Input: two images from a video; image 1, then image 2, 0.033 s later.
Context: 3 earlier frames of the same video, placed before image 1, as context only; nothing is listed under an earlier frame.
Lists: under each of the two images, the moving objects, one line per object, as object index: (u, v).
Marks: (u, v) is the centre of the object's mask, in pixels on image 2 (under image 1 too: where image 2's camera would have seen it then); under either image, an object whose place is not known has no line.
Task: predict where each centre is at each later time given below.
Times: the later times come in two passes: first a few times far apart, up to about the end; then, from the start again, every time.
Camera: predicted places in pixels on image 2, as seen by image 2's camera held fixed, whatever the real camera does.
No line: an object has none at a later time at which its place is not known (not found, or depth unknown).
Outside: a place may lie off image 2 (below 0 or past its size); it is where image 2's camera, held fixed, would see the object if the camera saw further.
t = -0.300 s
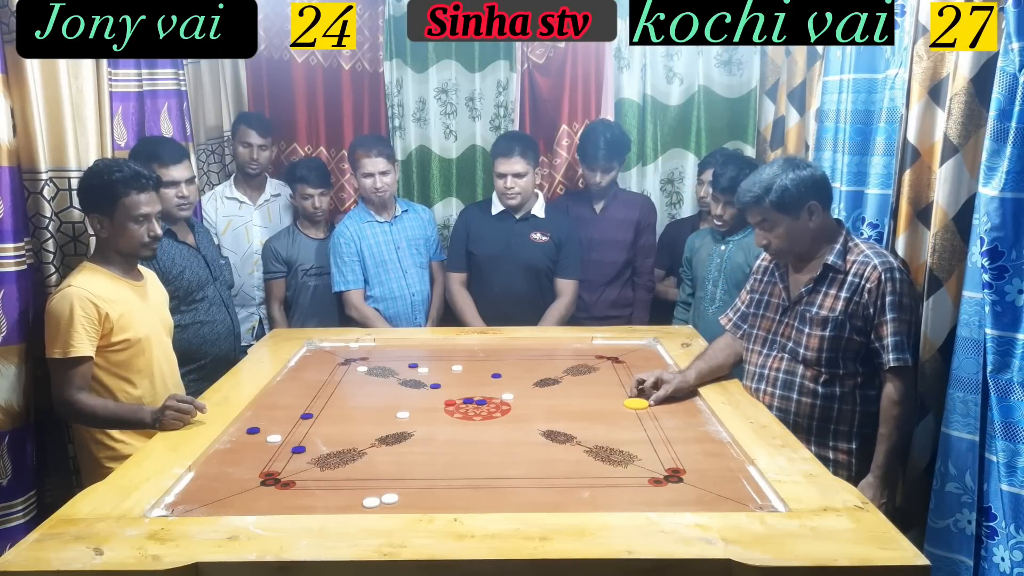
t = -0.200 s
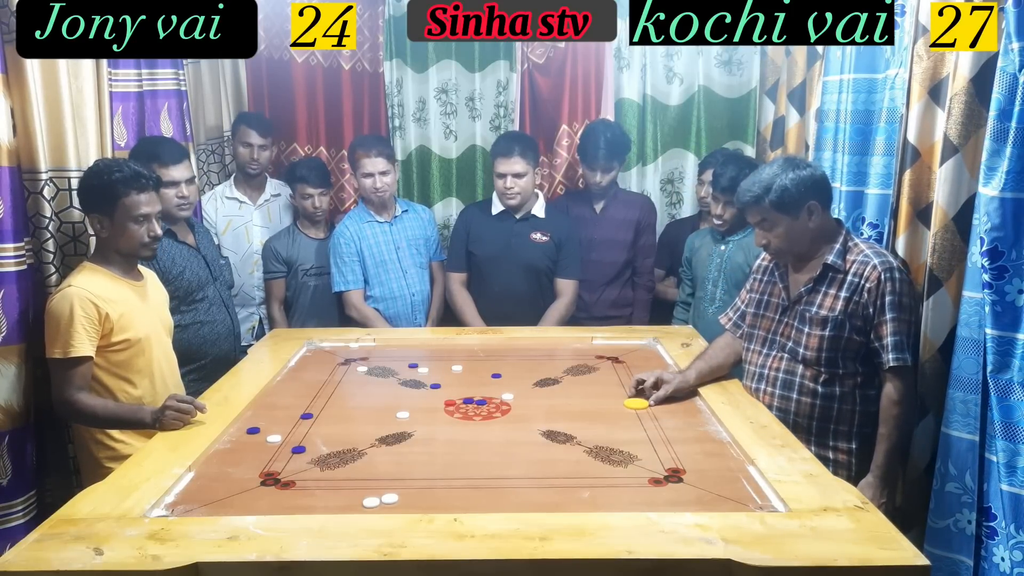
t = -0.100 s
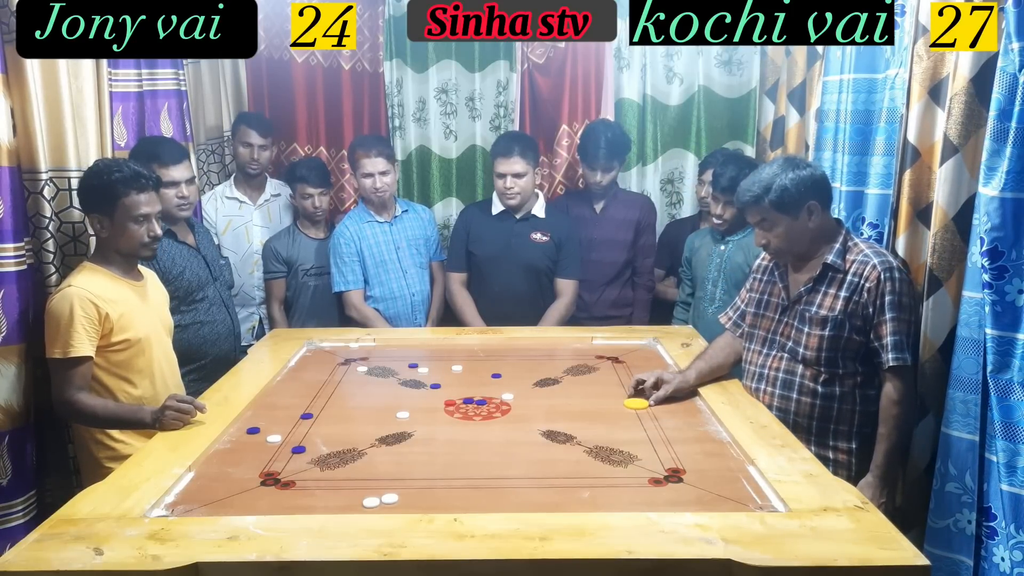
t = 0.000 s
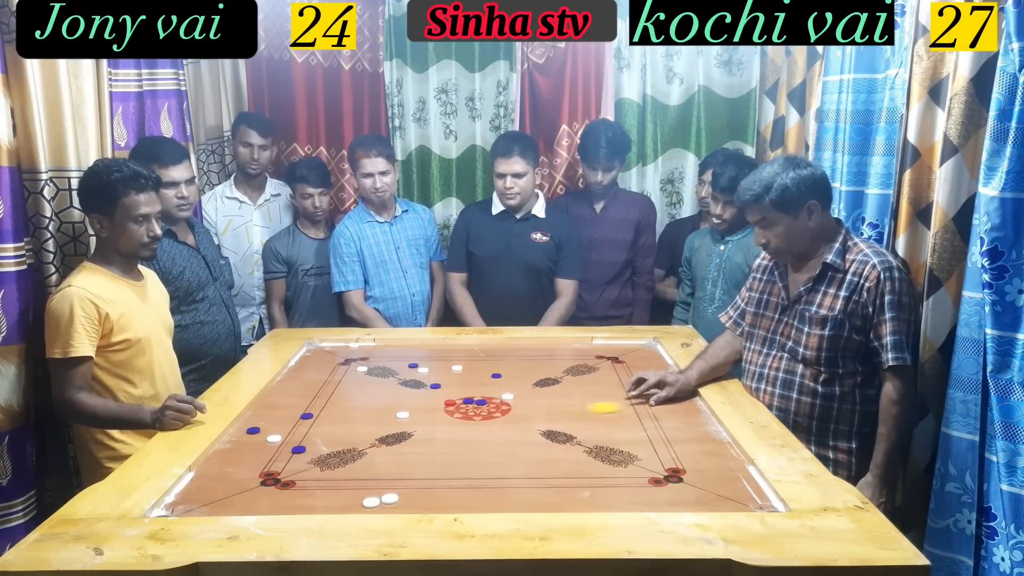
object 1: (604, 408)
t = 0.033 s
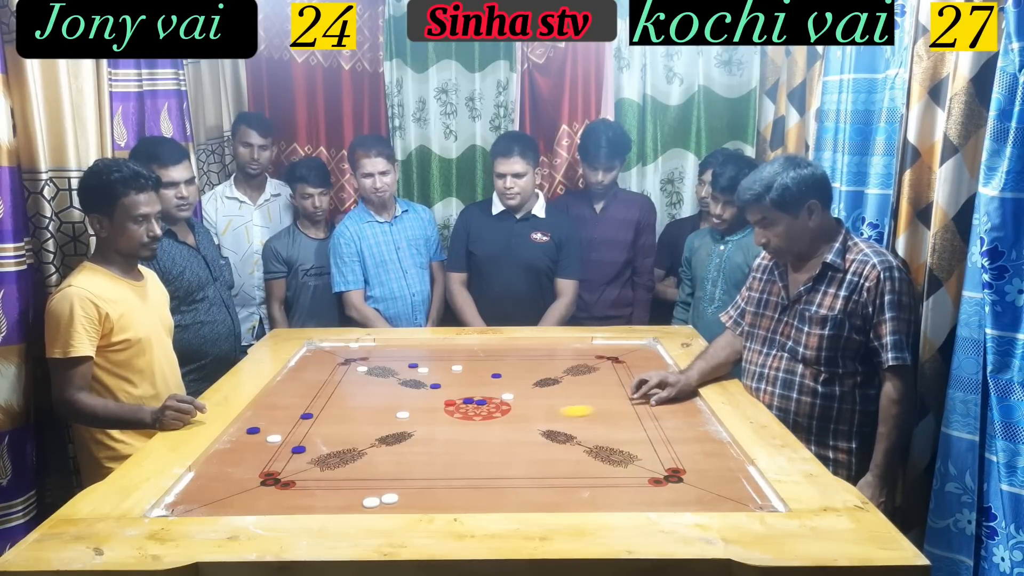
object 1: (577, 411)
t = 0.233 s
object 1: (408, 433)
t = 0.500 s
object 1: (229, 451)
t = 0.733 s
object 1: (306, 457)
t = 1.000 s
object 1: (372, 460)
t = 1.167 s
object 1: (401, 460)
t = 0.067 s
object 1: (550, 415)
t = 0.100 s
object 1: (522, 418)
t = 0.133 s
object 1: (495, 421)
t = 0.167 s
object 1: (466, 425)
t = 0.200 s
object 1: (438, 429)
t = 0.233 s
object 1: (408, 433)
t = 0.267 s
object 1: (381, 436)
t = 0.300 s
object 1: (351, 439)
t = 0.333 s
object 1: (322, 443)
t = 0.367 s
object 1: (299, 444)
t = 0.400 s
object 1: (276, 446)
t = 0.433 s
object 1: (257, 447)
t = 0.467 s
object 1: (237, 449)
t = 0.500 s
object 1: (229, 451)
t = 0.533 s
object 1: (241, 452)
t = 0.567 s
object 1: (252, 453)
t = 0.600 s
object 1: (263, 454)
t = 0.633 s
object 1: (274, 455)
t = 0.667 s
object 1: (285, 456)
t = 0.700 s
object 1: (295, 456)
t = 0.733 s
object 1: (306, 457)
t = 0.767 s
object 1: (315, 457)
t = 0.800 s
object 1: (324, 458)
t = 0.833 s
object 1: (333, 458)
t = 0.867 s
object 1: (342, 459)
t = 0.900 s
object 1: (349, 459)
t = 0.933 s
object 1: (357, 459)
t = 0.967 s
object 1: (365, 460)
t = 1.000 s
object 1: (372, 460)
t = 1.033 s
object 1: (378, 460)
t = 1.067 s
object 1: (385, 460)
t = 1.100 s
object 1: (391, 460)
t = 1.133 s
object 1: (396, 460)
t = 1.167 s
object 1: (401, 460)
